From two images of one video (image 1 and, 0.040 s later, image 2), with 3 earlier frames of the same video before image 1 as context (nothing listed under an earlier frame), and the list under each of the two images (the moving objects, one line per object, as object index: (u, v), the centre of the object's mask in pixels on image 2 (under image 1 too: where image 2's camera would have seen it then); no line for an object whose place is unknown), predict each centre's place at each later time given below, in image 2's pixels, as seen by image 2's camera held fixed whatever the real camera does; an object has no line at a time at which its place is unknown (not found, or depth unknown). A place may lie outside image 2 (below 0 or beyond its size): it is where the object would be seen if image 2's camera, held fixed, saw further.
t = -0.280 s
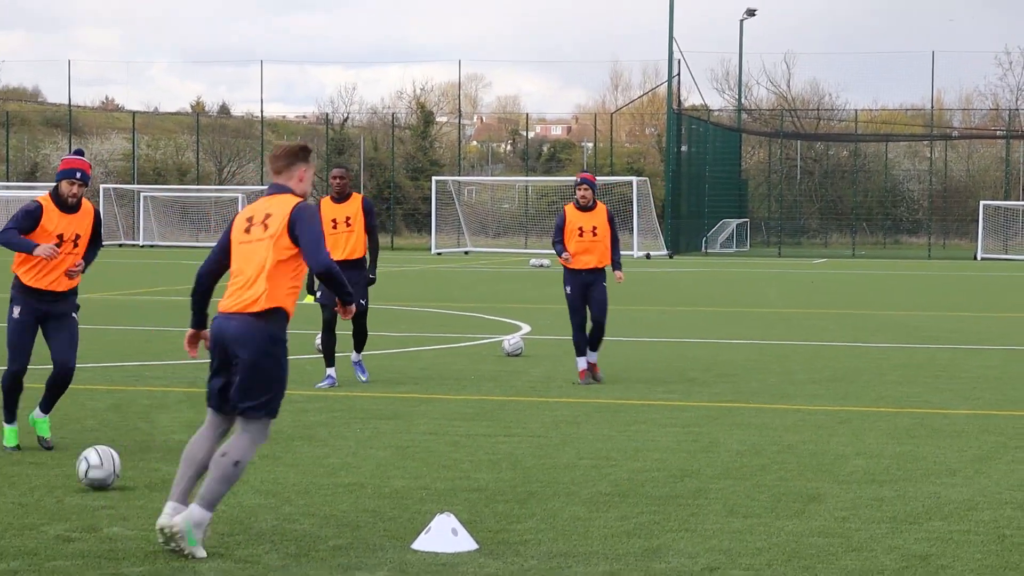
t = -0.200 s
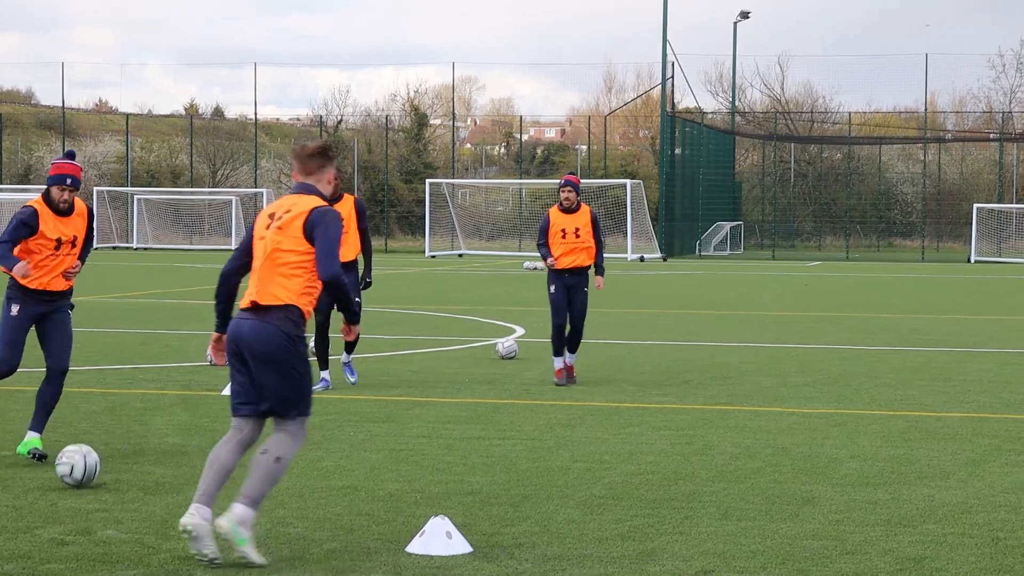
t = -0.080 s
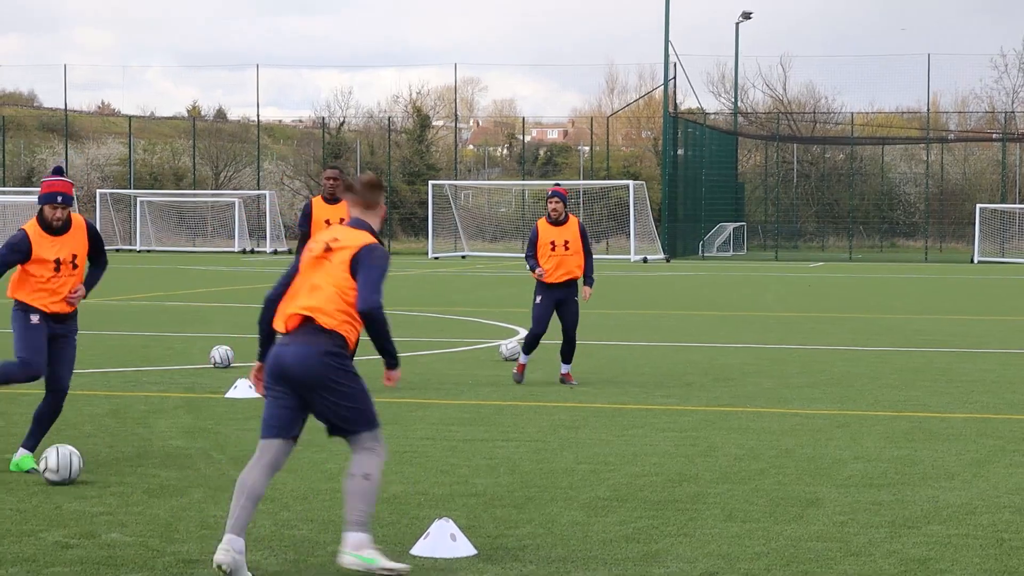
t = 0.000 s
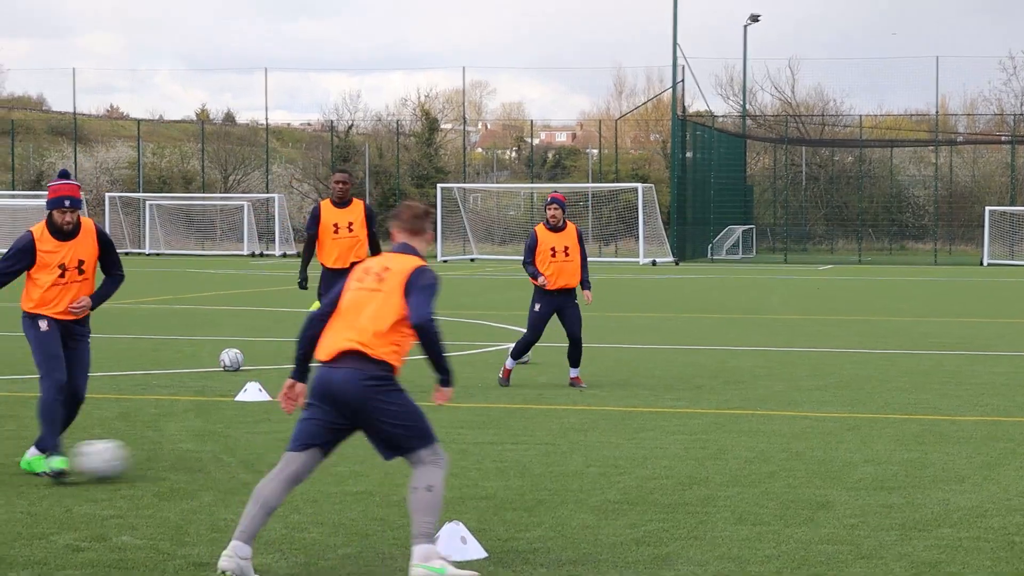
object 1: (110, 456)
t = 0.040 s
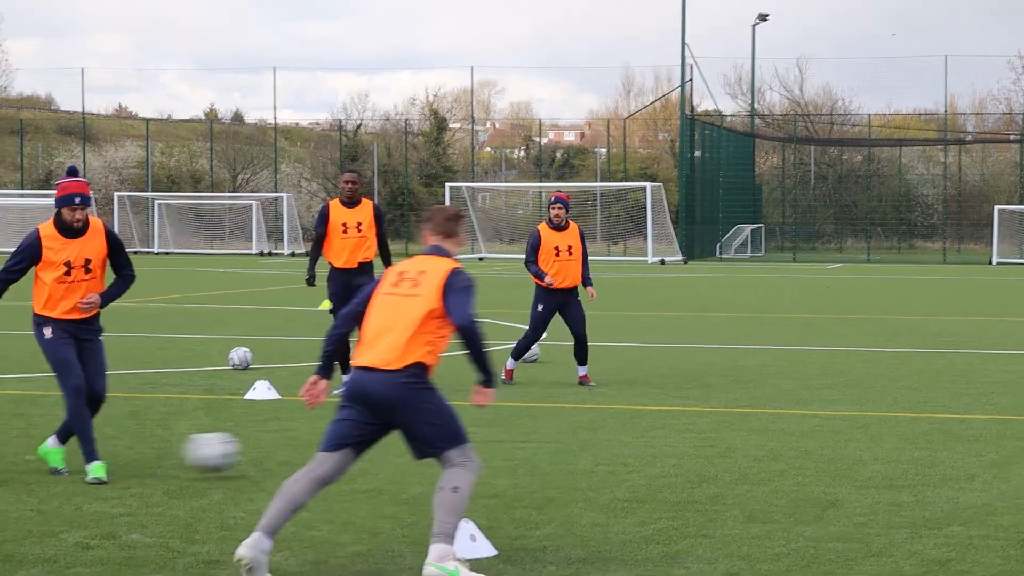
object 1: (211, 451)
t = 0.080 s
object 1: (309, 447)
